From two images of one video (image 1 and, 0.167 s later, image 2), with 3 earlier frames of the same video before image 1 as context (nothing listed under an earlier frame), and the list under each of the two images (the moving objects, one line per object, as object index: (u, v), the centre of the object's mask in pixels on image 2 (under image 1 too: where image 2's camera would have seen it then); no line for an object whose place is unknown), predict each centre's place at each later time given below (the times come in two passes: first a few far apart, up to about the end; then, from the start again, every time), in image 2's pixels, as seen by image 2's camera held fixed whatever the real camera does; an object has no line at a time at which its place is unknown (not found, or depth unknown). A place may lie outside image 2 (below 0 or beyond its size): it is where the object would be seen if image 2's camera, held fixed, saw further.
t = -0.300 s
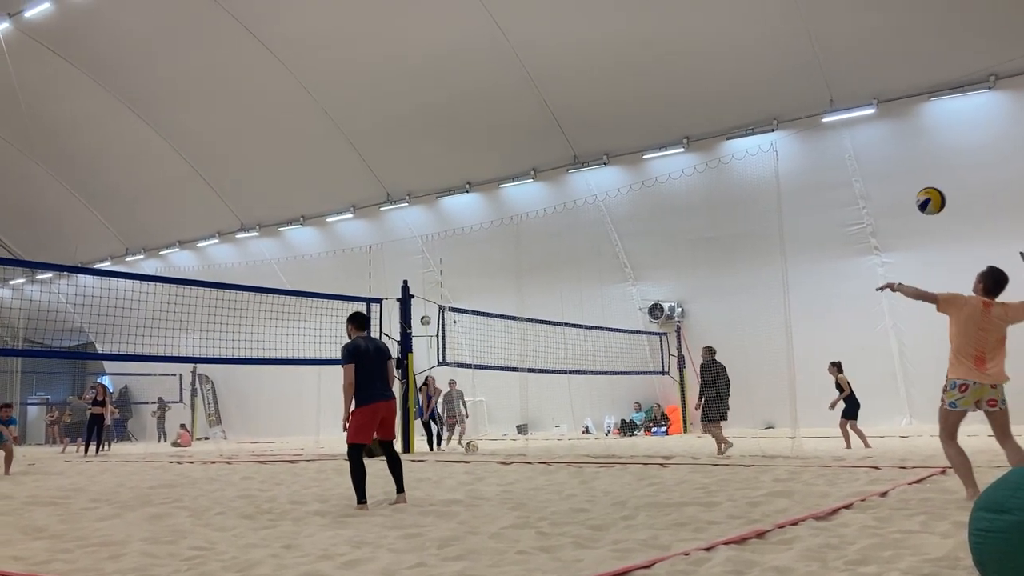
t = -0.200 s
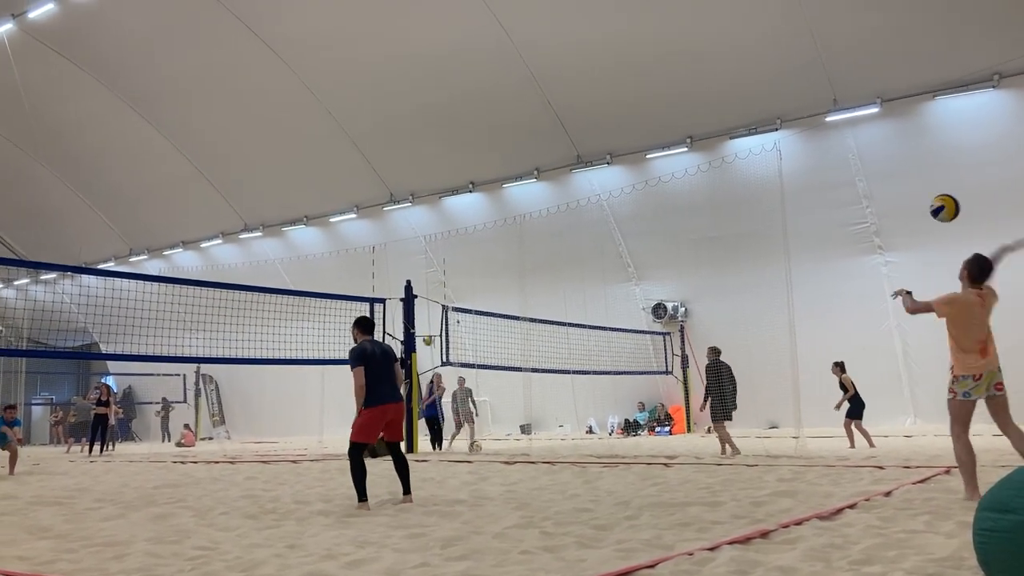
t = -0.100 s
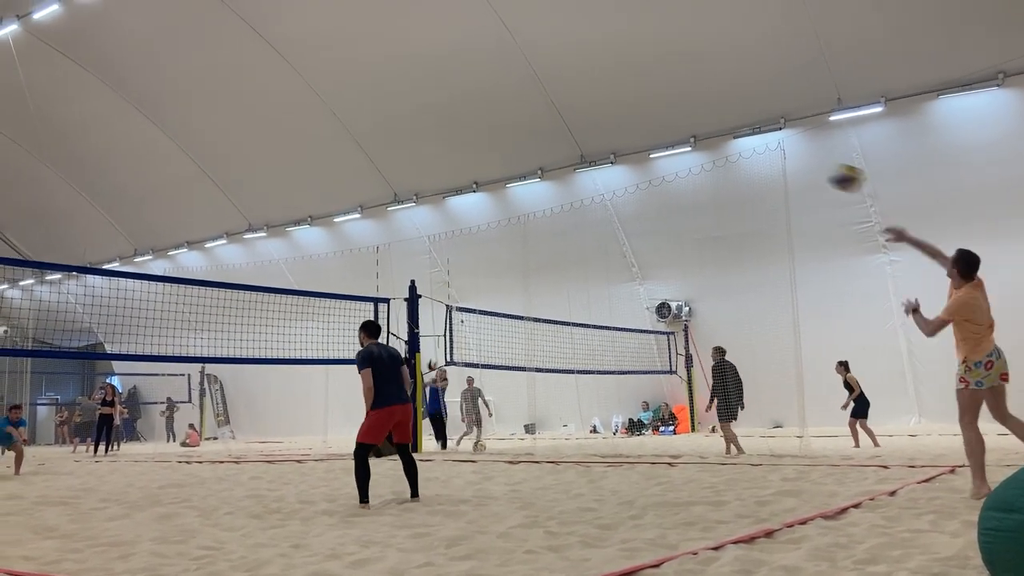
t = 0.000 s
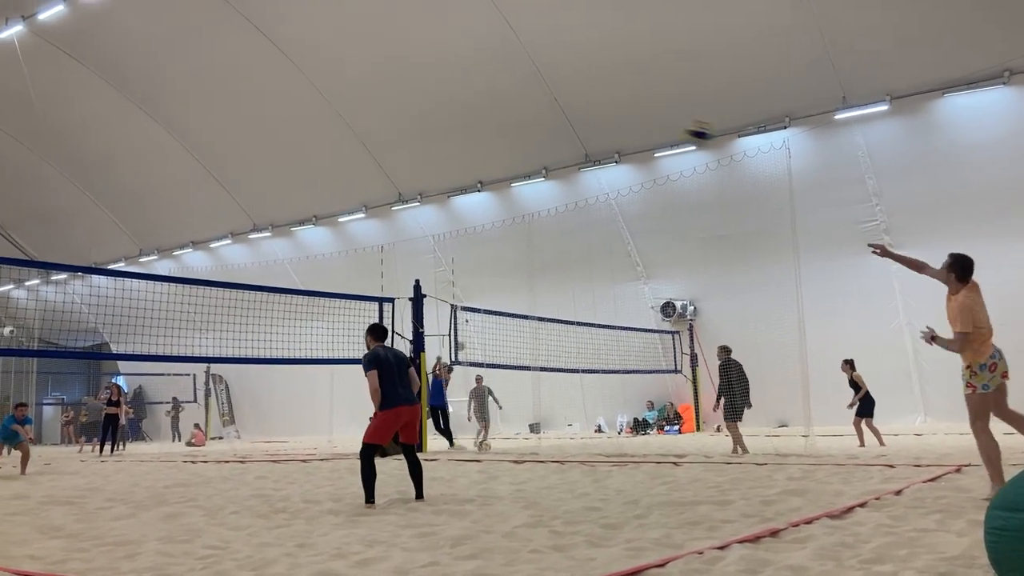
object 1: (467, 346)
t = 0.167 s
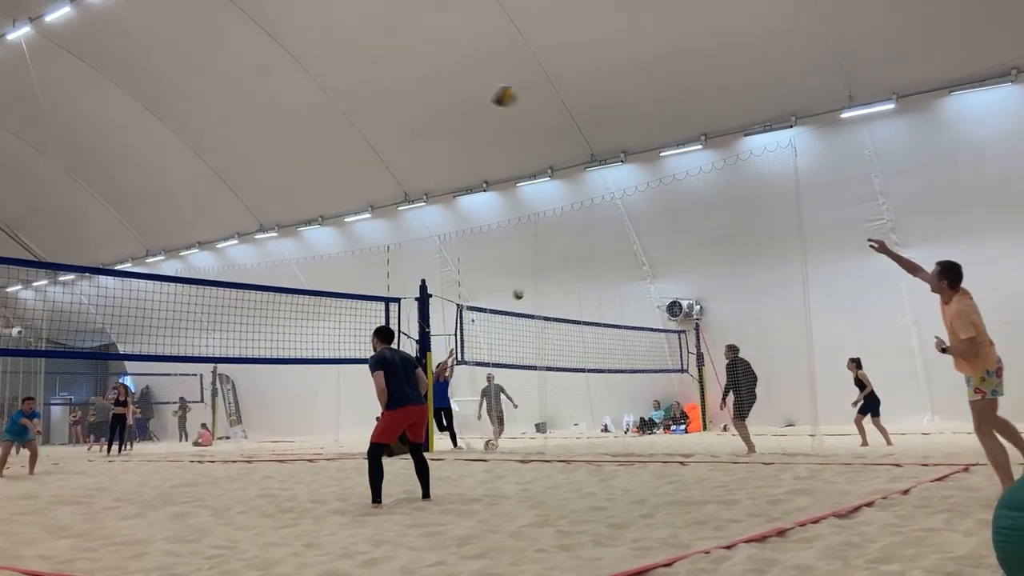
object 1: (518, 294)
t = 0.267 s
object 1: (549, 270)
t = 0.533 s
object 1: (632, 234)
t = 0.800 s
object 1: (717, 236)
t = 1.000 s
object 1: (780, 261)
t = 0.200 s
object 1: (527, 285)
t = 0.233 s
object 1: (538, 278)
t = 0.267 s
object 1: (549, 270)
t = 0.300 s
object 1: (559, 264)
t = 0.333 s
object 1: (570, 258)
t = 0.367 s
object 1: (581, 254)
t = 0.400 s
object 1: (590, 248)
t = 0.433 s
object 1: (601, 244)
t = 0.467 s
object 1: (611, 240)
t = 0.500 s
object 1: (622, 237)
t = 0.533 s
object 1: (632, 234)
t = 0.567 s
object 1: (643, 233)
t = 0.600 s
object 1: (654, 231)
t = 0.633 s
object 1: (665, 231)
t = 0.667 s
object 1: (675, 230)
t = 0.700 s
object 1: (686, 231)
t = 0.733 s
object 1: (696, 232)
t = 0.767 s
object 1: (707, 233)
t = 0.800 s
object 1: (717, 236)
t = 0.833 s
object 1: (728, 238)
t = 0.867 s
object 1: (739, 242)
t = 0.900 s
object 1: (749, 247)
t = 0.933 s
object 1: (759, 251)
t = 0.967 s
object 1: (770, 256)
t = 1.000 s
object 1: (780, 261)
